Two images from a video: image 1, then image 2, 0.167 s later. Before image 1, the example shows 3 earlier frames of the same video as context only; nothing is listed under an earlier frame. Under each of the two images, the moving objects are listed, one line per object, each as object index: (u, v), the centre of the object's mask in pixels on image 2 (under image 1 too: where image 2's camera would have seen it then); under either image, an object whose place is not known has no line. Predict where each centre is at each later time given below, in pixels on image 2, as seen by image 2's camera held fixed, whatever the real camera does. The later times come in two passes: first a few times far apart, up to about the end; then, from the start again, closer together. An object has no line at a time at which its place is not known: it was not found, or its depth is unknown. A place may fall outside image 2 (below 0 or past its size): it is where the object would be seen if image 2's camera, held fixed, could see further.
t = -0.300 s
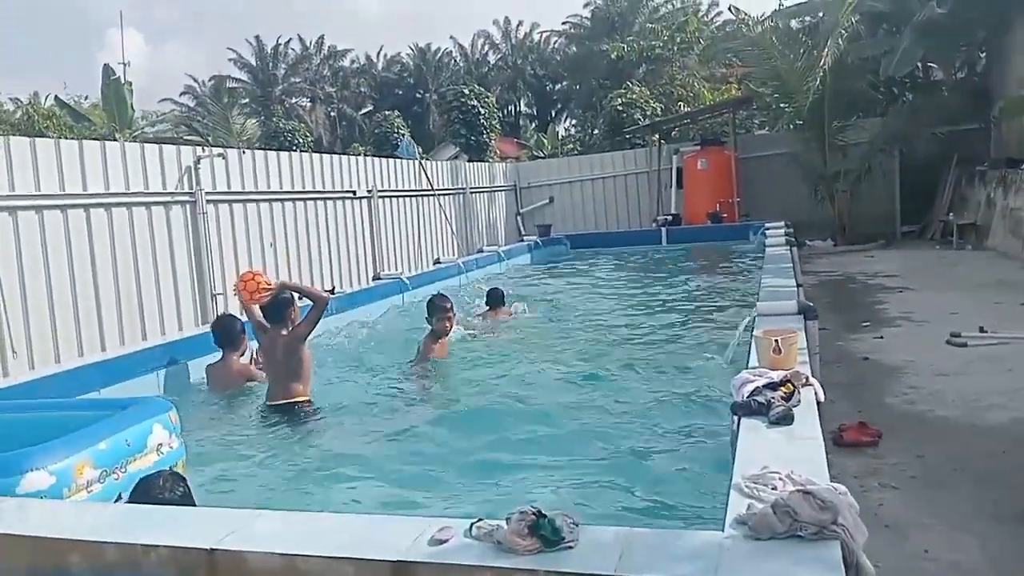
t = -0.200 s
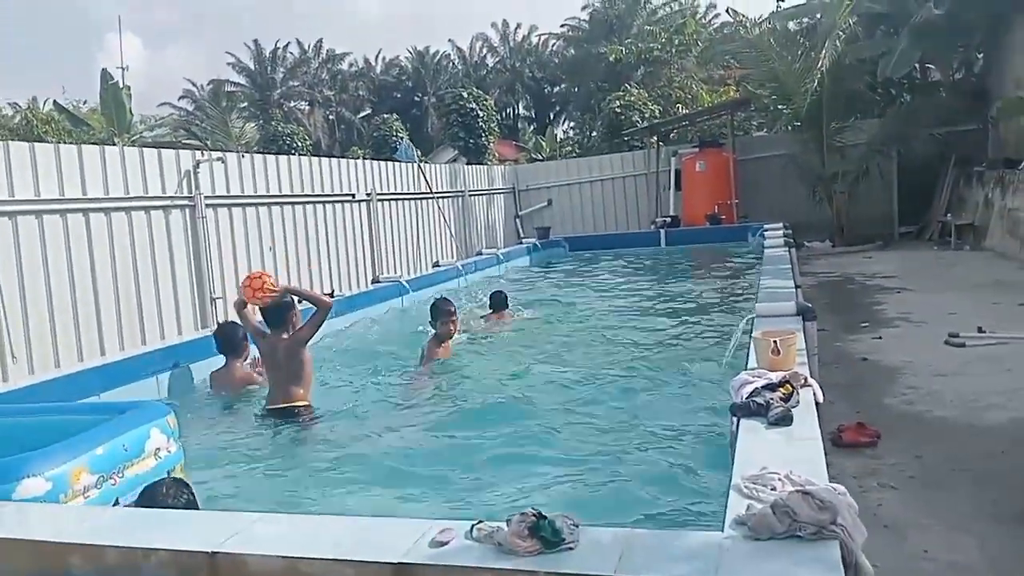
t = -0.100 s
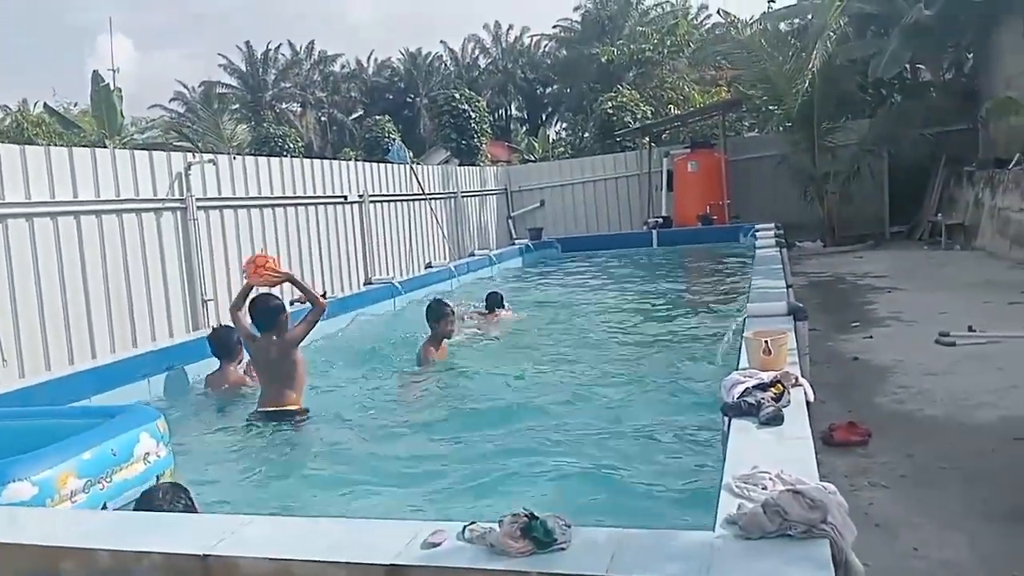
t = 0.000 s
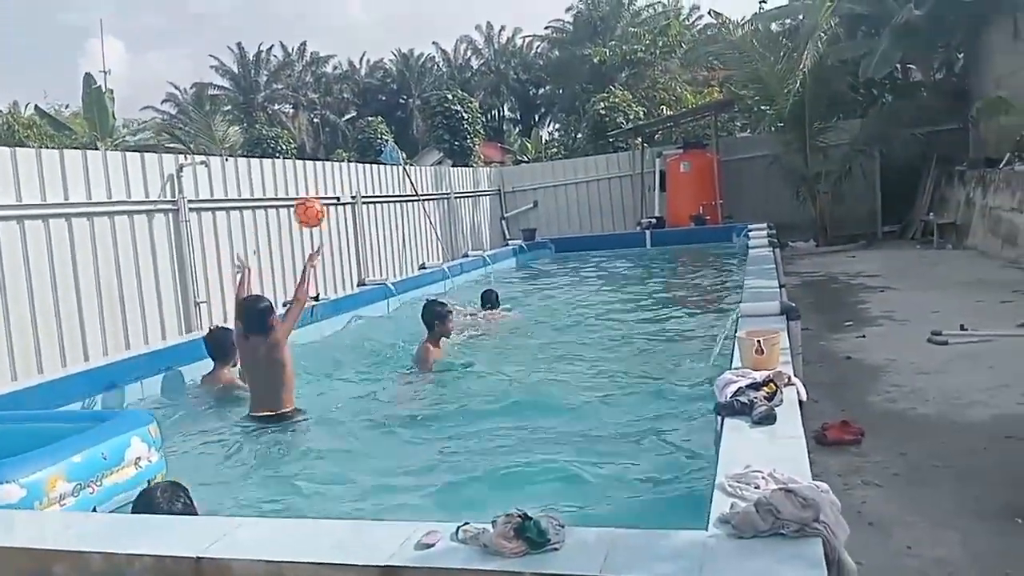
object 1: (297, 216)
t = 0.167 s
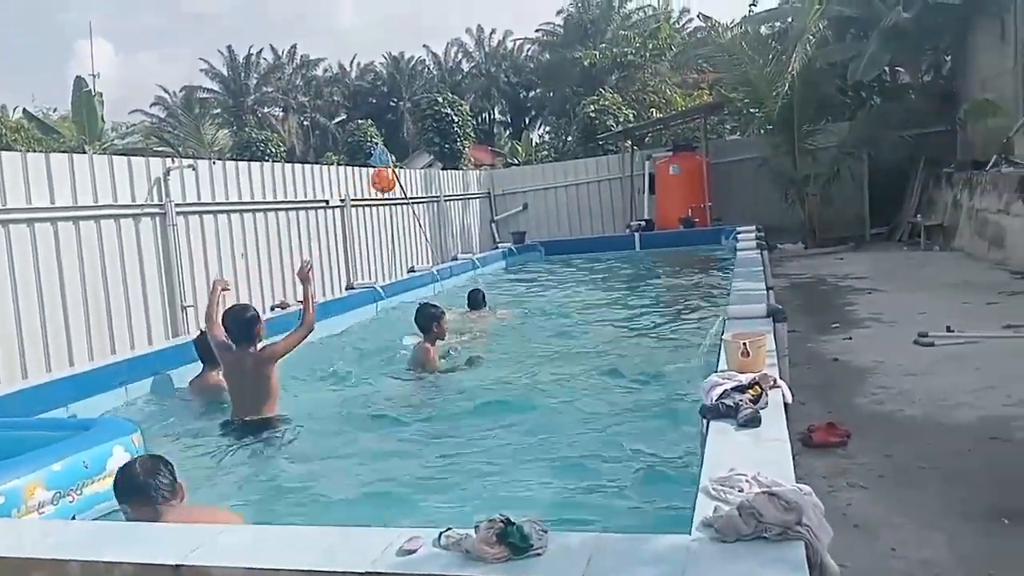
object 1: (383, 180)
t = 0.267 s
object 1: (422, 185)
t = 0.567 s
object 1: (506, 254)
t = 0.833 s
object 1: (528, 283)
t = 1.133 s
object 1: (535, 281)
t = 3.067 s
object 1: (559, 275)
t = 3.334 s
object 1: (561, 275)
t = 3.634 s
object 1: (565, 273)
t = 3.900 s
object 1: (565, 272)
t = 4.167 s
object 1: (564, 271)
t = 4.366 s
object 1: (566, 272)
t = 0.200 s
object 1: (397, 179)
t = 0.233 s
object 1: (409, 181)
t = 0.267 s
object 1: (422, 185)
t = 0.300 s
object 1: (434, 188)
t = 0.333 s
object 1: (444, 193)
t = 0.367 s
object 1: (454, 200)
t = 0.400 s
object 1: (464, 207)
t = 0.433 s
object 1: (475, 215)
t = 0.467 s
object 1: (483, 224)
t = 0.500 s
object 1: (491, 233)
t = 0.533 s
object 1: (499, 244)
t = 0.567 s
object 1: (506, 254)
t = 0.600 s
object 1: (512, 266)
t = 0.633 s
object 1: (519, 278)
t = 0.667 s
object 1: (522, 284)
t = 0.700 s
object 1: (523, 284)
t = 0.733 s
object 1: (525, 286)
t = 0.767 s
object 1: (527, 286)
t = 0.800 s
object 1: (528, 286)
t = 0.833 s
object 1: (528, 283)
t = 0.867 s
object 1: (528, 282)
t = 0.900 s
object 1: (530, 282)
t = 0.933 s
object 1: (531, 283)
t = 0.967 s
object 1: (533, 283)
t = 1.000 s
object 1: (533, 283)
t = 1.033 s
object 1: (533, 283)
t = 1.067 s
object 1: (533, 282)
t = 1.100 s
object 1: (534, 282)
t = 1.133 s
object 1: (535, 281)
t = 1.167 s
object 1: (535, 280)
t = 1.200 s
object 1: (535, 280)
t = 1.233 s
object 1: (535, 280)
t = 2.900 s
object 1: (556, 275)
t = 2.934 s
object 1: (556, 273)
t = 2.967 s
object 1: (557, 275)
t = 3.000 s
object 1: (558, 275)
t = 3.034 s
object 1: (558, 275)
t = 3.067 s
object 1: (559, 275)
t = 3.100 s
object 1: (559, 276)
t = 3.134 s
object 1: (559, 276)
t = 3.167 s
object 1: (560, 276)
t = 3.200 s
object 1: (560, 275)
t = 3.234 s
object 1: (560, 276)
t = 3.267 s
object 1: (560, 276)
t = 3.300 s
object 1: (561, 276)
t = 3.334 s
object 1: (561, 275)
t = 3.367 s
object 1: (561, 275)
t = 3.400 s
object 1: (562, 274)
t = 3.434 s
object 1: (562, 275)
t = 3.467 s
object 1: (562, 274)
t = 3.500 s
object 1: (563, 274)
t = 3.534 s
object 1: (563, 274)
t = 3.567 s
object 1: (564, 274)
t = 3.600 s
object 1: (564, 274)
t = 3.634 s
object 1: (565, 273)
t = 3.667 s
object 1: (565, 273)
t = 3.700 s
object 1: (565, 273)
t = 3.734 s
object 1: (565, 272)
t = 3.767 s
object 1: (565, 272)
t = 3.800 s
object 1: (565, 272)
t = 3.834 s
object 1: (565, 272)
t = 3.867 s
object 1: (565, 272)
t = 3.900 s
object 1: (565, 272)
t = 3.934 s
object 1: (565, 272)
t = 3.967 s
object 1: (564, 272)
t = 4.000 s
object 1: (563, 272)
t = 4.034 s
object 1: (563, 272)
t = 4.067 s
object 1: (563, 272)
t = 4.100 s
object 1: (563, 272)
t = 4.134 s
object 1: (564, 272)
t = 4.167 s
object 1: (564, 271)
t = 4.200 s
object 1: (564, 271)
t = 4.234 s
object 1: (565, 271)
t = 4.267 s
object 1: (565, 271)
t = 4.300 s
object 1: (566, 271)
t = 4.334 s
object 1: (566, 271)
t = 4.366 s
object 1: (566, 272)
